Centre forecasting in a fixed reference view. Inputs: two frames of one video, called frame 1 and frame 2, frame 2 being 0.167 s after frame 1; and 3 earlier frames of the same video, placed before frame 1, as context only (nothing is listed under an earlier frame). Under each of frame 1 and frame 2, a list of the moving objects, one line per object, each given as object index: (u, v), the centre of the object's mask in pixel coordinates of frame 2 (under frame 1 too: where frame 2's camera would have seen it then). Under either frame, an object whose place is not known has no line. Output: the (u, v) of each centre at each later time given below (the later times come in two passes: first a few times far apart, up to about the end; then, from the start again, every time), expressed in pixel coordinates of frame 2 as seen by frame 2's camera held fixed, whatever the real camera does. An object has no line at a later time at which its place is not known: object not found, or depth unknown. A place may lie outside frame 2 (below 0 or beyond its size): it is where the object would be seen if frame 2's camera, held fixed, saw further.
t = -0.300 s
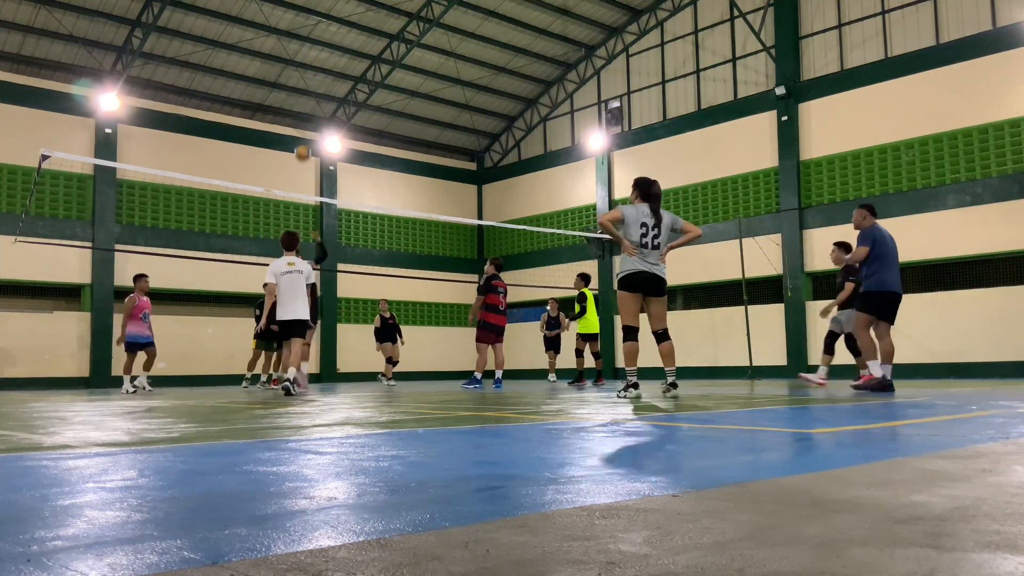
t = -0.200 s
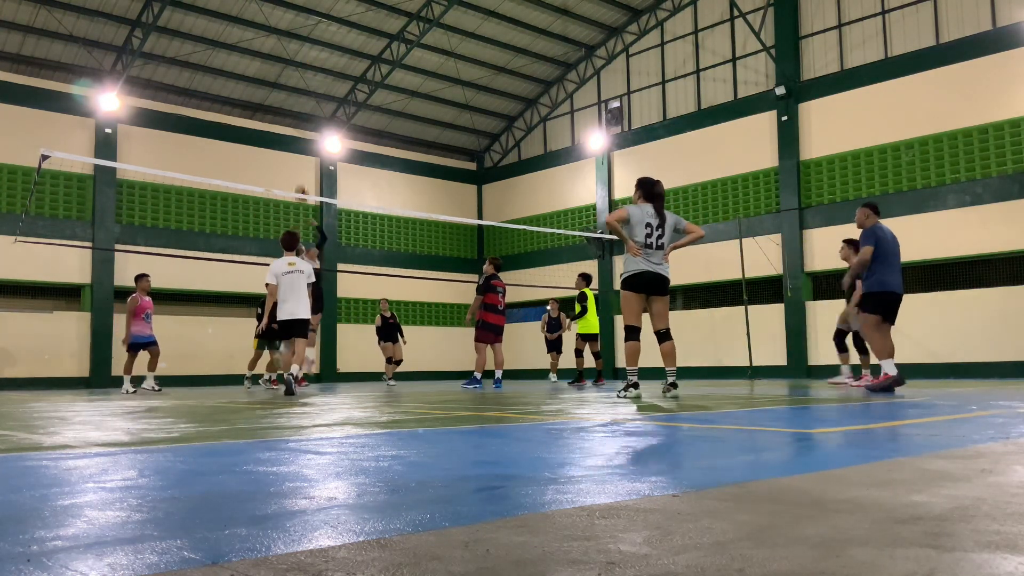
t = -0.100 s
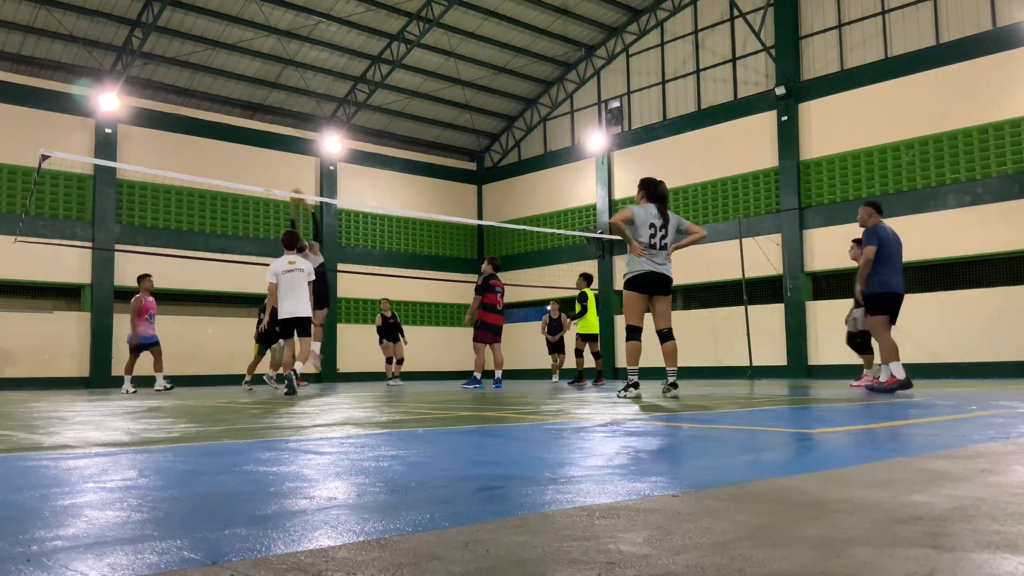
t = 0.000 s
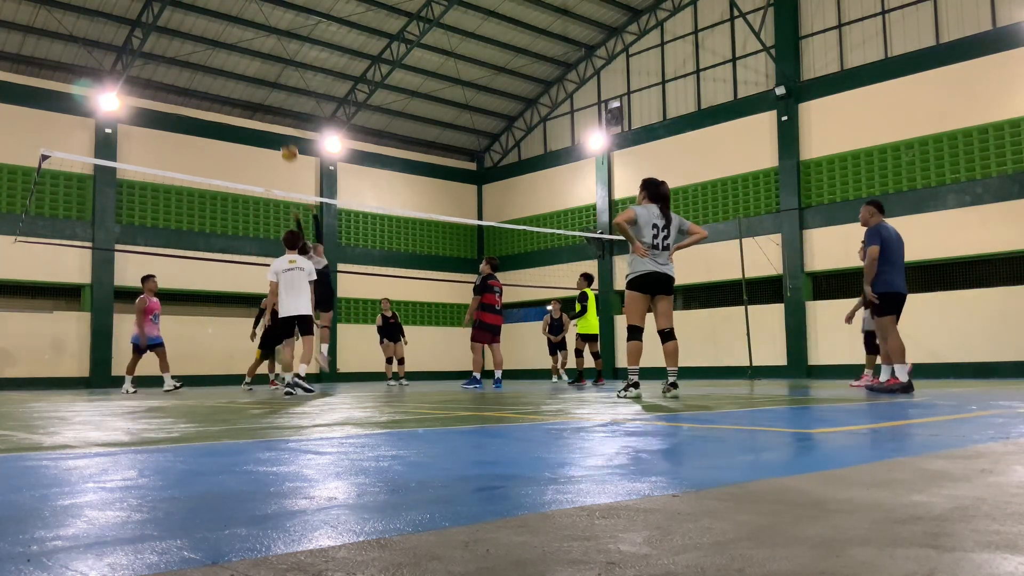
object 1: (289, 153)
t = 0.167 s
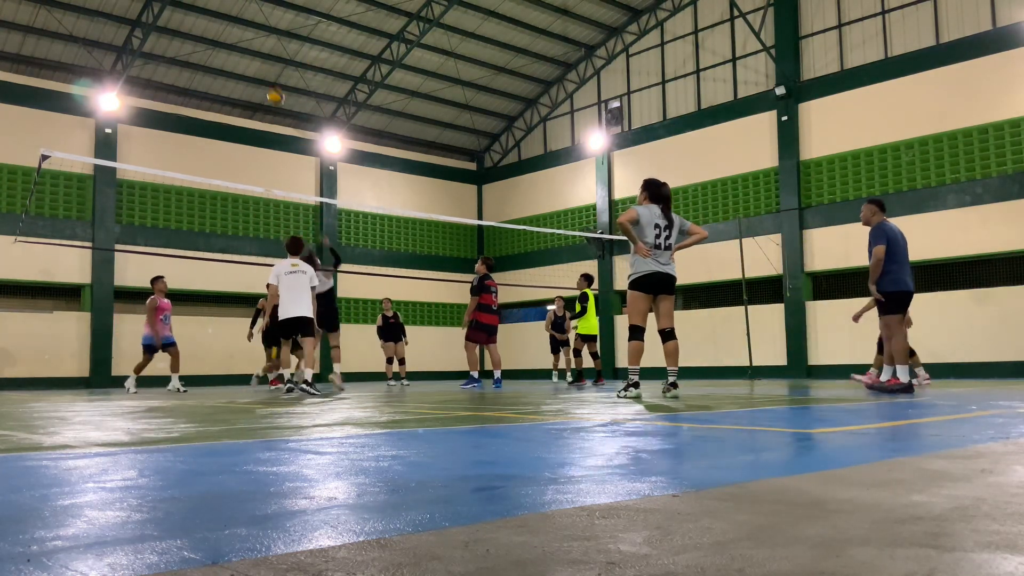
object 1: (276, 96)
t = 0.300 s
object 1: (265, 66)
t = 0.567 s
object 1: (243, 43)
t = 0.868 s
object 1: (219, 79)
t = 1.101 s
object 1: (199, 153)
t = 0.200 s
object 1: (273, 88)
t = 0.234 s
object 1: (270, 81)
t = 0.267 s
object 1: (268, 73)
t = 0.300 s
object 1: (265, 66)
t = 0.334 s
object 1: (263, 60)
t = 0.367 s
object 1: (260, 56)
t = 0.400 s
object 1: (257, 52)
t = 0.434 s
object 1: (254, 48)
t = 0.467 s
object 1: (251, 46)
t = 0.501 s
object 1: (249, 44)
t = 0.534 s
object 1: (246, 43)
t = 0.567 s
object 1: (243, 43)
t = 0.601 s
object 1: (240, 44)
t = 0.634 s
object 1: (238, 46)
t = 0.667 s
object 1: (235, 48)
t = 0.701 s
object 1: (233, 51)
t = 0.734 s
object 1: (230, 55)
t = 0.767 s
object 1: (227, 60)
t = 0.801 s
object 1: (224, 66)
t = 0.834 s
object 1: (221, 72)
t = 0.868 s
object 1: (219, 79)
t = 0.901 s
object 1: (216, 87)
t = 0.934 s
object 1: (213, 96)
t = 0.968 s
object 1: (210, 105)
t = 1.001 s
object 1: (207, 116)
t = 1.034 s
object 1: (205, 128)
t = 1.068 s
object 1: (202, 139)
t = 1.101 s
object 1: (199, 153)
